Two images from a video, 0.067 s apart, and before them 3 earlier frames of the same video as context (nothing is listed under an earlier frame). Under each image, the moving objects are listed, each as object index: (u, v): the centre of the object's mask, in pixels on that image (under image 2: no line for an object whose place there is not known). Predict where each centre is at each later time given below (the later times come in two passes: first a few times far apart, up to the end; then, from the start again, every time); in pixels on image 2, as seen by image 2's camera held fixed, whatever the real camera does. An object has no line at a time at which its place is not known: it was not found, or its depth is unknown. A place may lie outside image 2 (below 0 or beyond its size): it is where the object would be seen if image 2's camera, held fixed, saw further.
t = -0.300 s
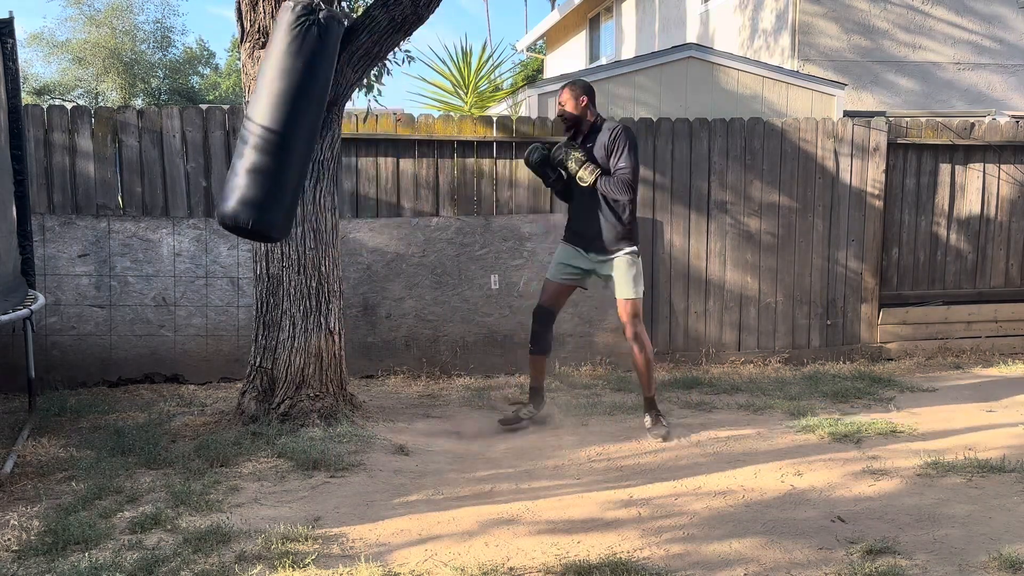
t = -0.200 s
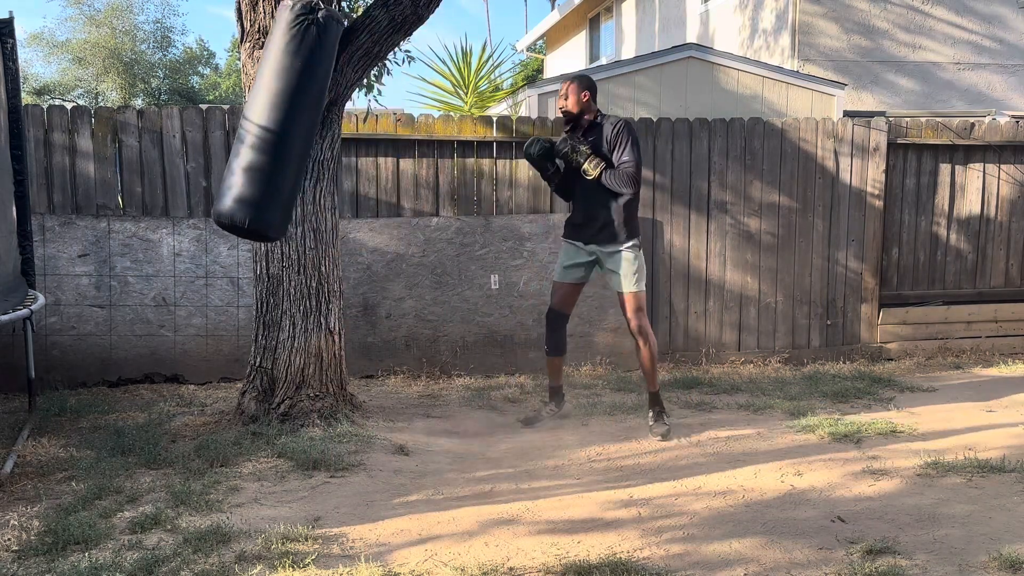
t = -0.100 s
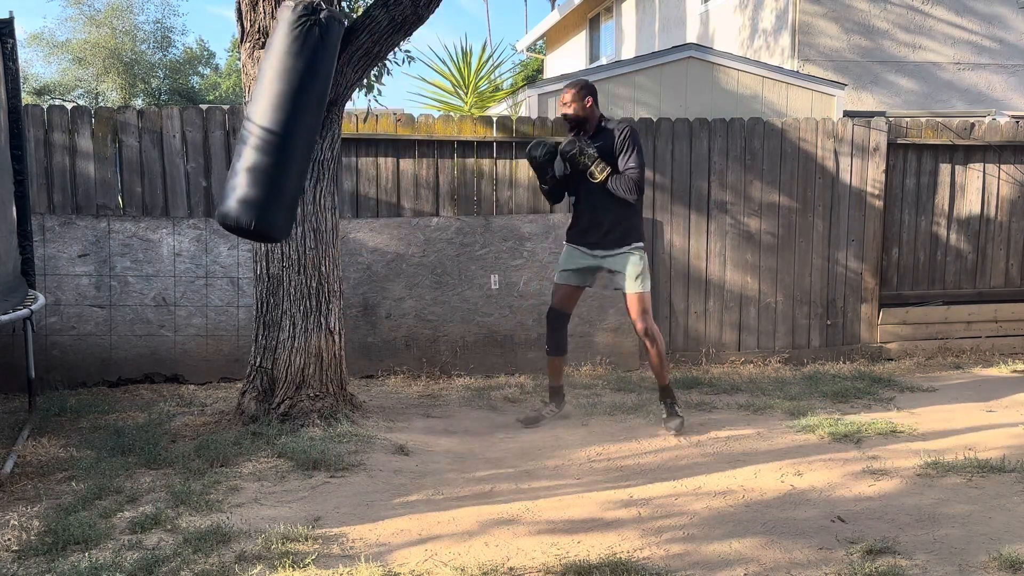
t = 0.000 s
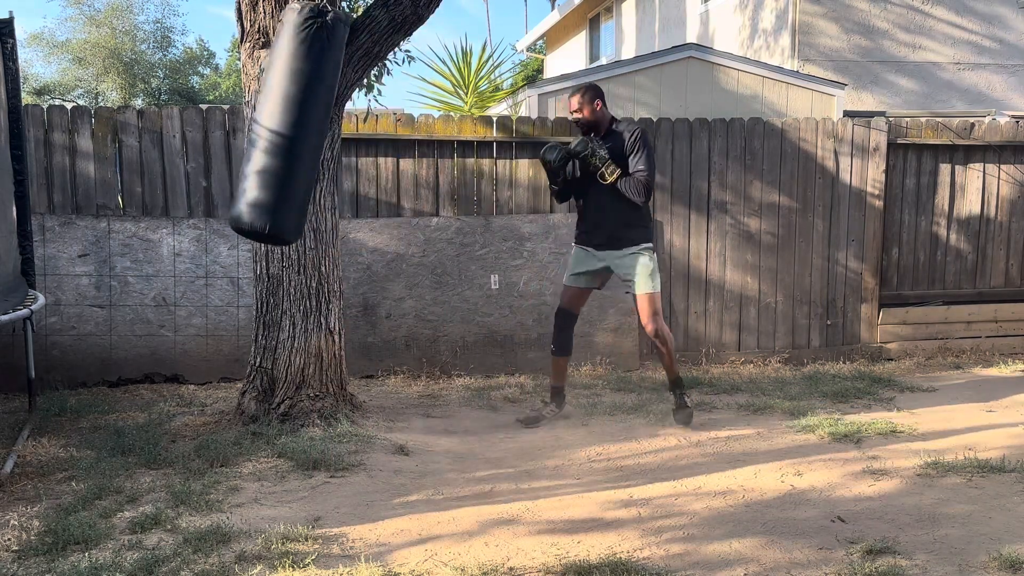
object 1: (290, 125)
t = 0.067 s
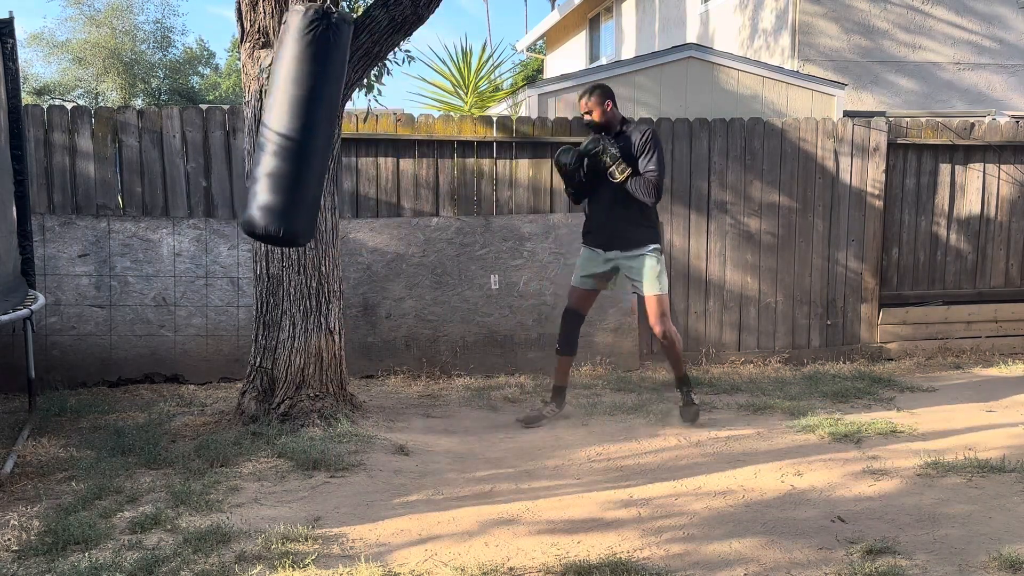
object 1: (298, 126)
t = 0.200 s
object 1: (319, 129)
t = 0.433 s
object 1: (362, 130)
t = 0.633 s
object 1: (394, 126)
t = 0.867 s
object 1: (416, 121)
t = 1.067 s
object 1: (416, 123)
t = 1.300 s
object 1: (395, 130)
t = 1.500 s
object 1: (363, 134)
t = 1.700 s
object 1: (328, 133)
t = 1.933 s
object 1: (297, 128)
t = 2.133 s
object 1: (288, 125)
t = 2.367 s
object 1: (304, 128)
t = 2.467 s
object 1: (317, 130)
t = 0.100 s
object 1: (302, 126)
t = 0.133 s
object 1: (307, 128)
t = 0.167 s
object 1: (313, 129)
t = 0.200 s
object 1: (319, 129)
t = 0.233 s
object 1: (325, 130)
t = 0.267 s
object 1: (331, 132)
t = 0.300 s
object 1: (337, 132)
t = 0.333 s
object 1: (343, 131)
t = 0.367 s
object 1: (349, 130)
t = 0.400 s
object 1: (355, 130)
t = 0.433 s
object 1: (362, 130)
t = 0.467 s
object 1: (368, 130)
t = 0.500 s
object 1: (374, 129)
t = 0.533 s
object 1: (379, 129)
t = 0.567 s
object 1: (385, 128)
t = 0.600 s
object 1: (389, 127)
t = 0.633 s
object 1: (394, 126)
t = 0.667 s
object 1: (398, 125)
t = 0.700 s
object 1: (402, 125)
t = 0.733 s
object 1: (406, 124)
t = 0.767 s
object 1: (409, 123)
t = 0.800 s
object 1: (412, 122)
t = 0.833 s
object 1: (414, 122)
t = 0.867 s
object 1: (416, 121)
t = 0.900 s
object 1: (417, 121)
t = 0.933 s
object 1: (418, 122)
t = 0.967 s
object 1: (418, 122)
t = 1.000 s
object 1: (418, 122)
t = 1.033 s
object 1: (417, 122)
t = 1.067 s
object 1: (416, 123)
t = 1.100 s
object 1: (414, 123)
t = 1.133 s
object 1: (412, 125)
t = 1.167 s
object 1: (410, 125)
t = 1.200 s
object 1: (407, 126)
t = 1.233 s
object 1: (403, 127)
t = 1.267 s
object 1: (399, 128)
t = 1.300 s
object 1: (395, 130)
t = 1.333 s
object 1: (390, 131)
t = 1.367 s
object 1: (386, 132)
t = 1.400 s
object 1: (381, 133)
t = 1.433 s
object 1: (375, 133)
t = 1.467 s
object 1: (369, 134)
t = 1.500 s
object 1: (363, 134)
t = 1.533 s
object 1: (357, 134)
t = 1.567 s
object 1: (351, 134)
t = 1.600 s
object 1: (345, 134)
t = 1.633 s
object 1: (339, 134)
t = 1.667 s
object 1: (334, 134)
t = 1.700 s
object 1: (328, 133)
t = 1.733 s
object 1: (323, 133)
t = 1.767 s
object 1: (317, 132)
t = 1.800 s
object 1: (313, 131)
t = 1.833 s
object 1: (308, 130)
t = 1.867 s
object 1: (304, 129)
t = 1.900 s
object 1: (300, 128)
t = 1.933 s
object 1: (297, 128)
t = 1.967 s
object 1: (294, 127)
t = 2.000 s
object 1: (292, 126)
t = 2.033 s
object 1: (290, 126)
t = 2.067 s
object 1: (289, 125)
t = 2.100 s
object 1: (288, 125)
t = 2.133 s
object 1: (288, 125)
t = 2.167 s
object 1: (289, 125)
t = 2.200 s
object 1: (290, 126)
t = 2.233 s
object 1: (291, 126)
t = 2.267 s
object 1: (294, 127)
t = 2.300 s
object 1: (297, 127)
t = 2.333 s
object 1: (300, 127)
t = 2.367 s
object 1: (304, 128)
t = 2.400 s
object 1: (308, 129)
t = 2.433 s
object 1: (312, 130)
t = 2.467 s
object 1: (317, 130)
